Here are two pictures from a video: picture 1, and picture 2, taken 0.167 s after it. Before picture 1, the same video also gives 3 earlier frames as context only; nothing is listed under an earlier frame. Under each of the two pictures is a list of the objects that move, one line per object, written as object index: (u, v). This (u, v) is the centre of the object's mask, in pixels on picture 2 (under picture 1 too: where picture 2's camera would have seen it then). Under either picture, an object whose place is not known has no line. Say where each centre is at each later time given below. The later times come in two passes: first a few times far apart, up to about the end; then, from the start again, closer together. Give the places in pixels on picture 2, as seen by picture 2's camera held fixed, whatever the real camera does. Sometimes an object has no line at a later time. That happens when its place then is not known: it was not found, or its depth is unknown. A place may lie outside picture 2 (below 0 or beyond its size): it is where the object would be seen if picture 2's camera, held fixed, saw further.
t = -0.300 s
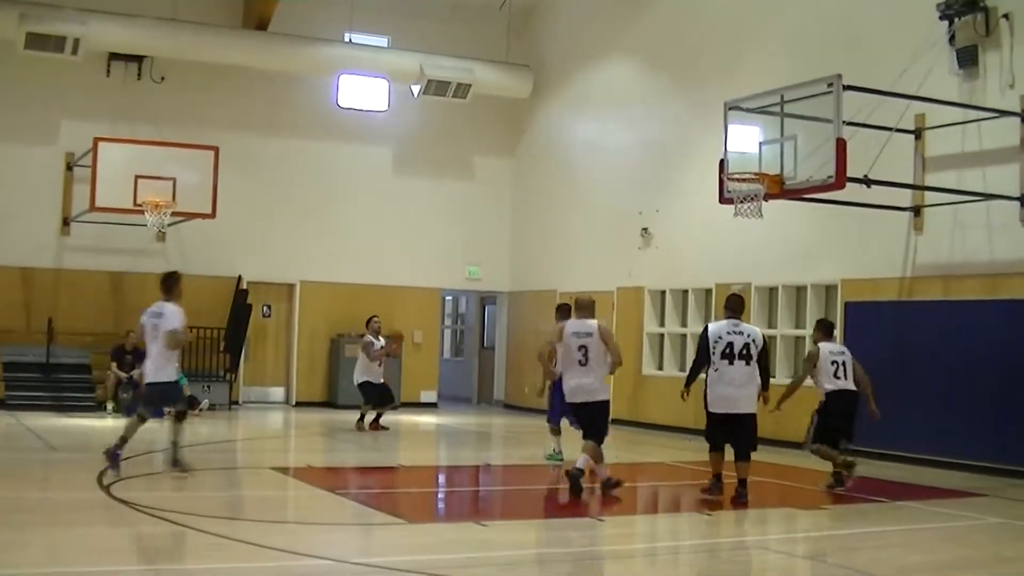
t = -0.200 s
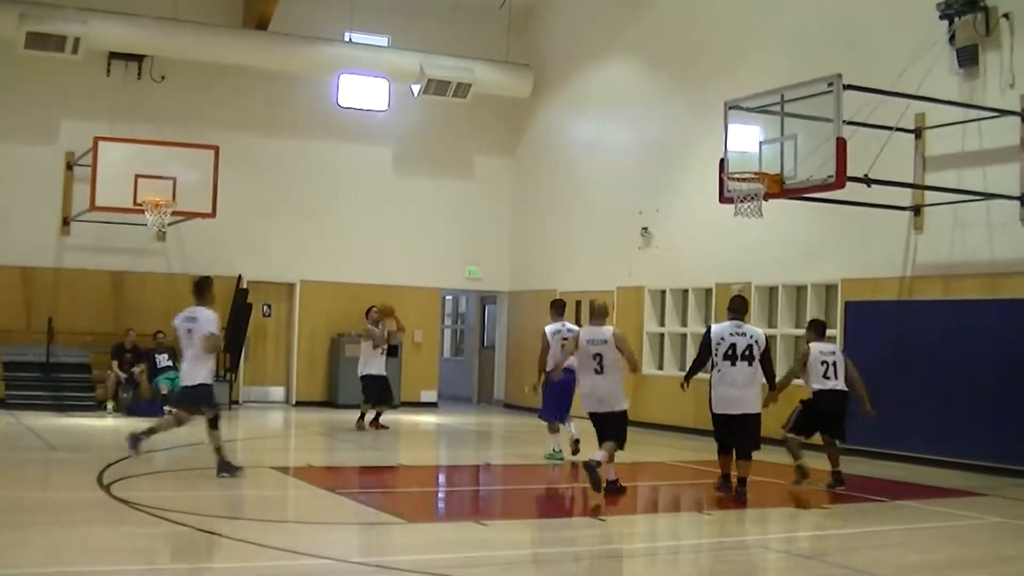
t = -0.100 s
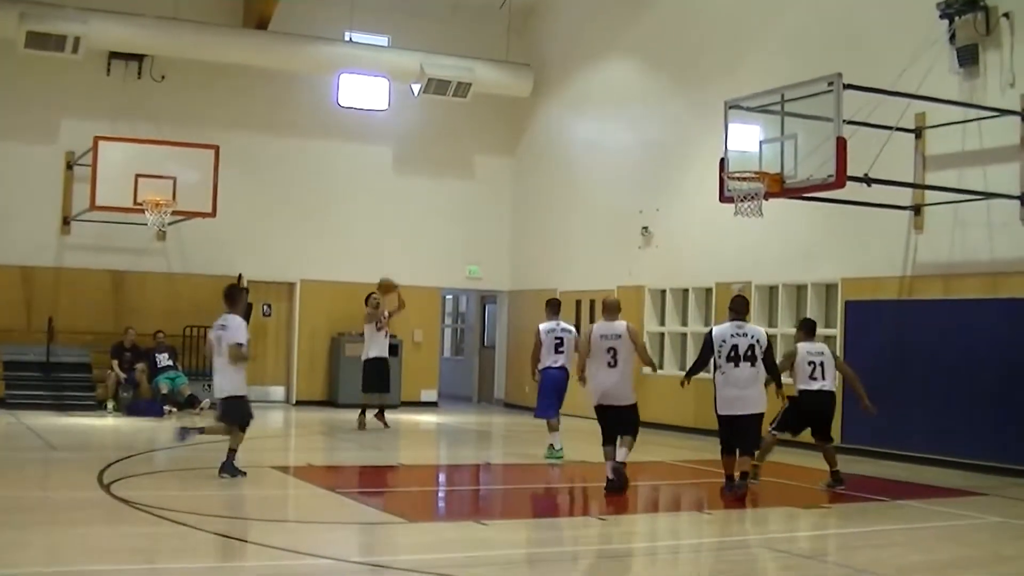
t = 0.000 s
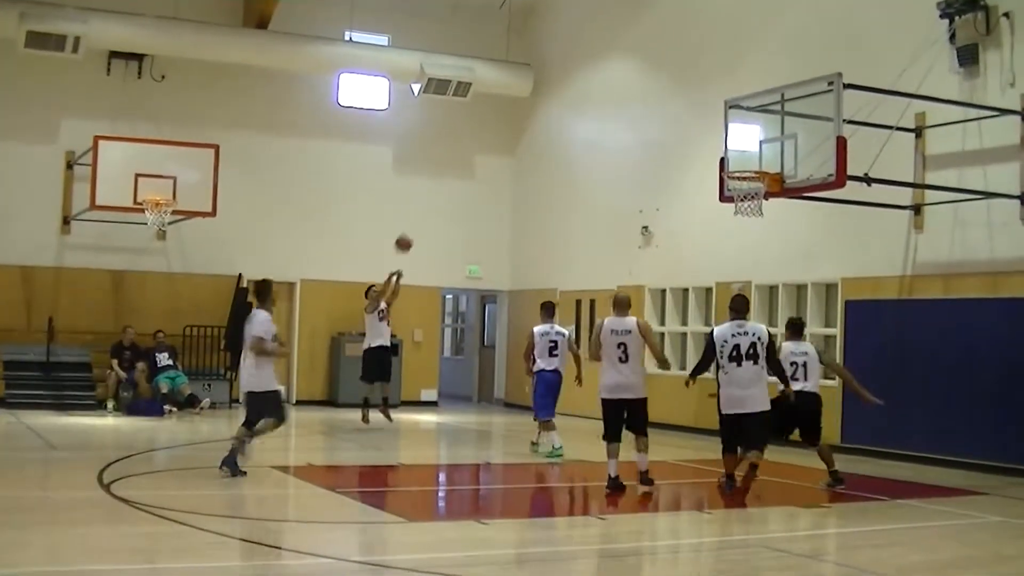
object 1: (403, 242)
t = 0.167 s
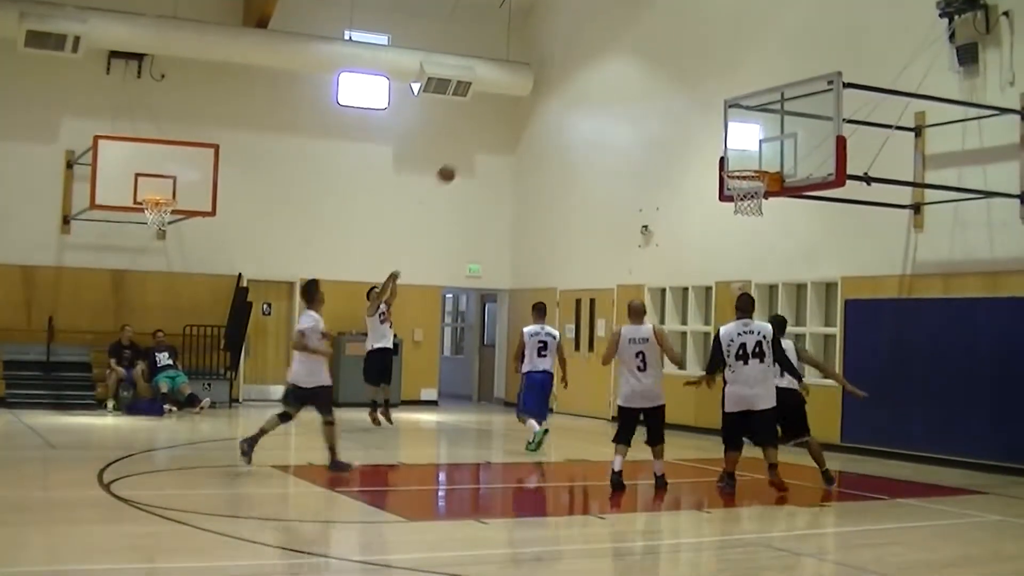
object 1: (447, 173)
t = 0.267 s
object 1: (473, 139)
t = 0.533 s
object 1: (548, 81)
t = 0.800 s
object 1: (631, 75)
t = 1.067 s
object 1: (723, 138)
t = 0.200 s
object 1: (455, 162)
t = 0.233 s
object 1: (464, 150)
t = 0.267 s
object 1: (473, 139)
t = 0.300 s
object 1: (482, 129)
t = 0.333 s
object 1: (491, 120)
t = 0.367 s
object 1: (500, 111)
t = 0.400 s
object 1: (509, 104)
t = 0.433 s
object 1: (519, 97)
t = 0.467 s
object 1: (528, 91)
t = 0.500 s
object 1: (538, 86)
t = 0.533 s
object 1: (548, 81)
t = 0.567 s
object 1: (558, 77)
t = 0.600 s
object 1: (567, 74)
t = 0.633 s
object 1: (578, 72)
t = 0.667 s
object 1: (588, 70)
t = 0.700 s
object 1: (598, 70)
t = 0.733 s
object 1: (609, 71)
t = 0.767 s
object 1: (620, 72)
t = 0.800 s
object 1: (631, 75)
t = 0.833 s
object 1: (642, 79)
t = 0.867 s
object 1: (653, 83)
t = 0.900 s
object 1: (664, 90)
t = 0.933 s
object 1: (675, 97)
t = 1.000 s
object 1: (700, 114)
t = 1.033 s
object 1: (711, 125)
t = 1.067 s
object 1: (723, 138)
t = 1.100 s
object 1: (736, 151)
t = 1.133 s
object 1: (749, 162)
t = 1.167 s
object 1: (750, 176)
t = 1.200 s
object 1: (748, 182)
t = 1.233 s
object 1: (744, 191)
